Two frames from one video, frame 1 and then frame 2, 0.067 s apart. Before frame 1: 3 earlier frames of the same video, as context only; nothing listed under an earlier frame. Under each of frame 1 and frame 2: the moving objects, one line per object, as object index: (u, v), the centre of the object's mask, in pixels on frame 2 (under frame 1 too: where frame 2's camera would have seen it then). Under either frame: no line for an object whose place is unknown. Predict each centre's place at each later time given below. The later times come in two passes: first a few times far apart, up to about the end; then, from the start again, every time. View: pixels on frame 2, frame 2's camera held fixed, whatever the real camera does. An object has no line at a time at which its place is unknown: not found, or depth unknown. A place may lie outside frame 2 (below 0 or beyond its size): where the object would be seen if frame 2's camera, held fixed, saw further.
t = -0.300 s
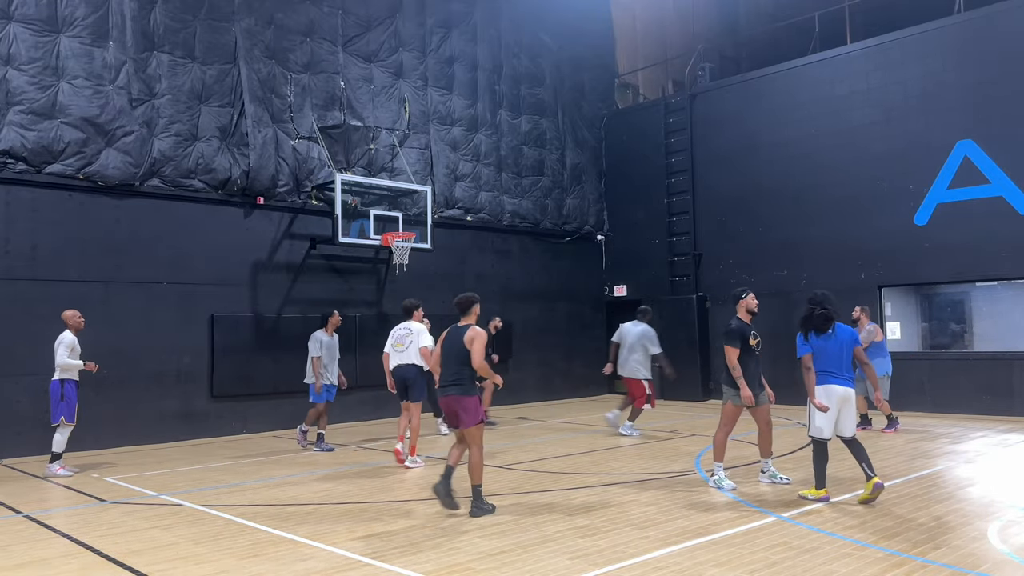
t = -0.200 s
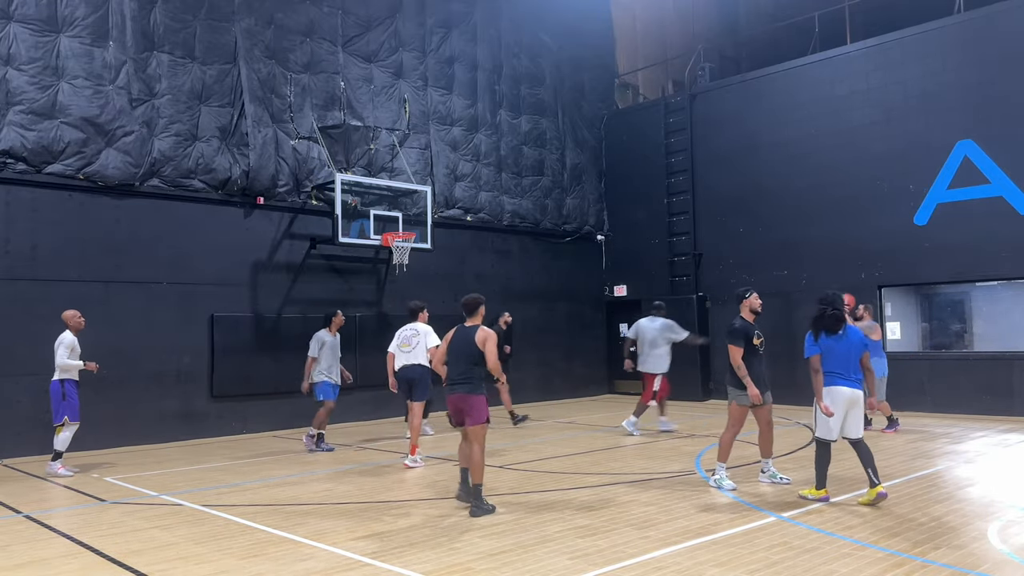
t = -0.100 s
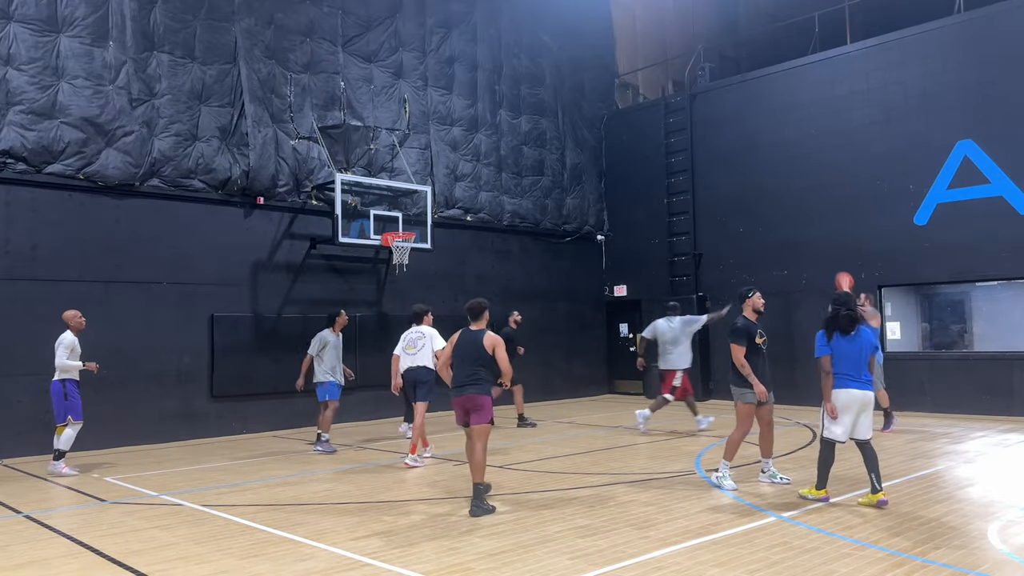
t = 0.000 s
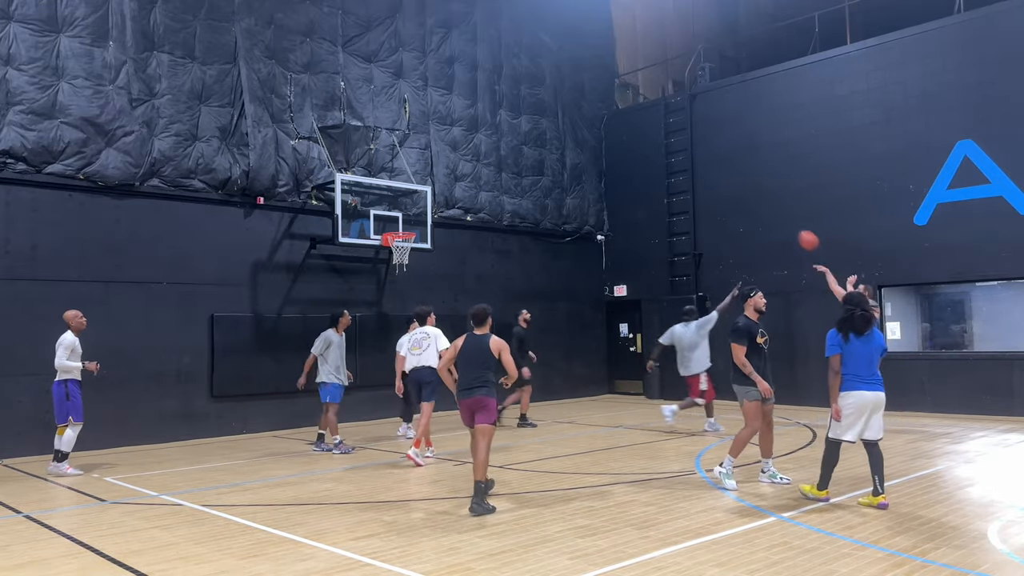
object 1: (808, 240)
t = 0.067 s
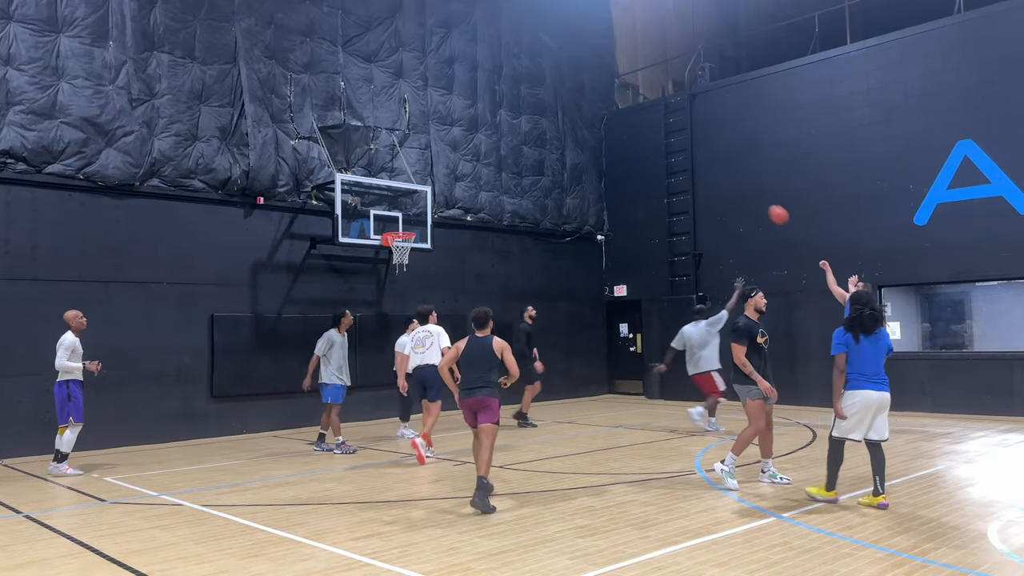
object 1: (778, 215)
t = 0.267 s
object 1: (693, 158)
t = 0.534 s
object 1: (592, 127)
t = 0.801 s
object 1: (501, 141)
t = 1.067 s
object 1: (416, 197)
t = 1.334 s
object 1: (401, 210)
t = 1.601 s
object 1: (430, 213)
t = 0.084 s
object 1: (771, 209)
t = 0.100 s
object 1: (763, 203)
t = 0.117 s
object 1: (756, 198)
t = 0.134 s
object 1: (749, 192)
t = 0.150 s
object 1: (742, 188)
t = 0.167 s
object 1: (735, 183)
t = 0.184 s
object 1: (727, 178)
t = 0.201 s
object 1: (720, 174)
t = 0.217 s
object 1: (714, 170)
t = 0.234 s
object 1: (707, 166)
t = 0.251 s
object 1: (700, 162)
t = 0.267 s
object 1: (693, 158)
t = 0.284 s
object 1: (687, 155)
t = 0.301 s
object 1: (680, 152)
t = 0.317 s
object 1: (674, 149)
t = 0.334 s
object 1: (667, 146)
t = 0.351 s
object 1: (660, 143)
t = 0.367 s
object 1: (654, 141)
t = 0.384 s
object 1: (648, 139)
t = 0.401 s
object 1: (641, 137)
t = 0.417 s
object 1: (635, 135)
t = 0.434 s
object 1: (629, 134)
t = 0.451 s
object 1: (623, 132)
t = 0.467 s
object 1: (616, 131)
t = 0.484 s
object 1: (610, 130)
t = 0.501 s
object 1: (604, 129)
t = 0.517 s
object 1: (598, 128)
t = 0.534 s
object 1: (592, 127)
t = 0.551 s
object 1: (586, 127)
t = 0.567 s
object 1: (580, 127)
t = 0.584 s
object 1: (574, 127)
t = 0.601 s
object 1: (569, 127)
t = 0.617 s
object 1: (563, 127)
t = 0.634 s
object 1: (558, 128)
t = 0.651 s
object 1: (551, 128)
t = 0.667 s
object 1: (546, 129)
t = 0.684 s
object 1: (540, 130)
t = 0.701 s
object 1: (534, 131)
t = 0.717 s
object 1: (528, 132)
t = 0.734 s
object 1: (523, 134)
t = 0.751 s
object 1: (517, 136)
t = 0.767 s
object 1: (511, 137)
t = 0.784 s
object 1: (506, 139)
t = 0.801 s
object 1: (501, 141)
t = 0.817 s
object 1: (495, 143)
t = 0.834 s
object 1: (490, 146)
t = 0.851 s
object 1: (484, 148)
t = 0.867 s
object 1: (479, 151)
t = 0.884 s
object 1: (474, 154)
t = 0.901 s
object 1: (469, 157)
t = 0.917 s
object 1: (463, 159)
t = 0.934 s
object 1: (457, 163)
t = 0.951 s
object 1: (452, 167)
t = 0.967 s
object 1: (447, 170)
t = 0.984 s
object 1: (442, 174)
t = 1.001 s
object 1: (437, 178)
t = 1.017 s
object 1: (432, 182)
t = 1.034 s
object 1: (427, 186)
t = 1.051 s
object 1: (421, 191)
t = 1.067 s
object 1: (416, 197)
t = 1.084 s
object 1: (411, 200)
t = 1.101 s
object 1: (406, 204)
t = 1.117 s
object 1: (402, 209)
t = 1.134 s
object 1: (396, 214)
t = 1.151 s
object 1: (391, 222)
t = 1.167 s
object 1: (387, 224)
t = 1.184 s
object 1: (388, 227)
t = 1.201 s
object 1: (389, 225)
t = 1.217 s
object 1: (391, 224)
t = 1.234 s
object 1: (392, 223)
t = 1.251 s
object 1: (394, 219)
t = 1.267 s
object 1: (395, 217)
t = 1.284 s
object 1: (397, 215)
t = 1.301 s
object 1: (398, 213)
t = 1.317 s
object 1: (400, 212)
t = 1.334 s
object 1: (401, 210)
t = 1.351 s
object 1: (404, 209)
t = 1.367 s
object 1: (405, 208)
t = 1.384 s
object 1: (407, 207)
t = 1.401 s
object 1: (408, 207)
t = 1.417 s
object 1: (410, 206)
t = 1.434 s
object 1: (412, 206)
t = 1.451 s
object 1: (414, 206)
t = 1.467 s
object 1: (415, 206)
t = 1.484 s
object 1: (416, 206)
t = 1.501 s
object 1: (418, 206)
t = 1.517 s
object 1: (420, 207)
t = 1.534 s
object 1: (422, 208)
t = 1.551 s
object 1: (423, 208)
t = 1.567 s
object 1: (426, 209)
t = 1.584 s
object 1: (427, 211)
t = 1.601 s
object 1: (430, 213)
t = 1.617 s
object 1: (431, 214)
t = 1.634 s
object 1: (434, 216)
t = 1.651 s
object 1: (436, 219)
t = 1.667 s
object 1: (438, 221)
